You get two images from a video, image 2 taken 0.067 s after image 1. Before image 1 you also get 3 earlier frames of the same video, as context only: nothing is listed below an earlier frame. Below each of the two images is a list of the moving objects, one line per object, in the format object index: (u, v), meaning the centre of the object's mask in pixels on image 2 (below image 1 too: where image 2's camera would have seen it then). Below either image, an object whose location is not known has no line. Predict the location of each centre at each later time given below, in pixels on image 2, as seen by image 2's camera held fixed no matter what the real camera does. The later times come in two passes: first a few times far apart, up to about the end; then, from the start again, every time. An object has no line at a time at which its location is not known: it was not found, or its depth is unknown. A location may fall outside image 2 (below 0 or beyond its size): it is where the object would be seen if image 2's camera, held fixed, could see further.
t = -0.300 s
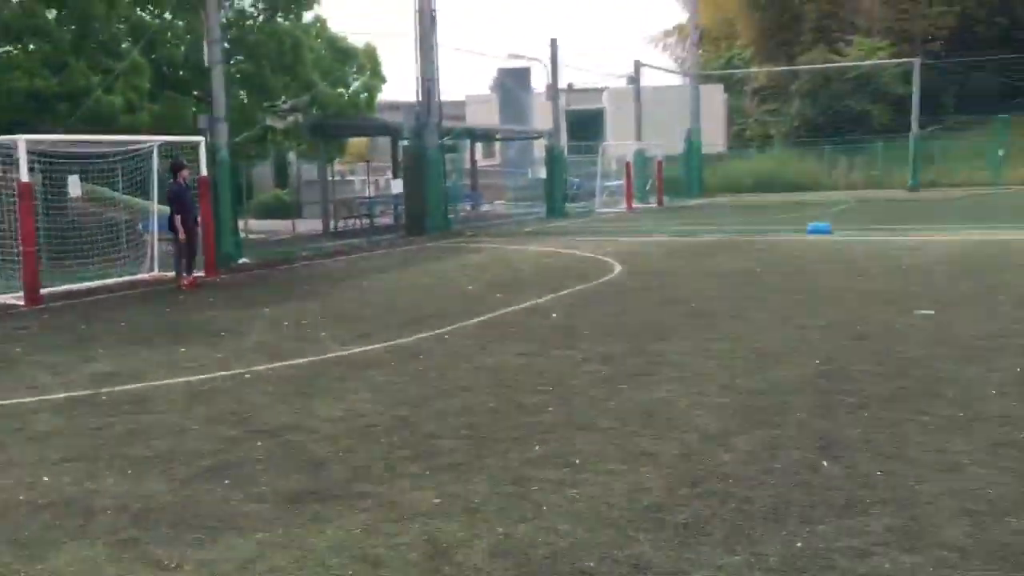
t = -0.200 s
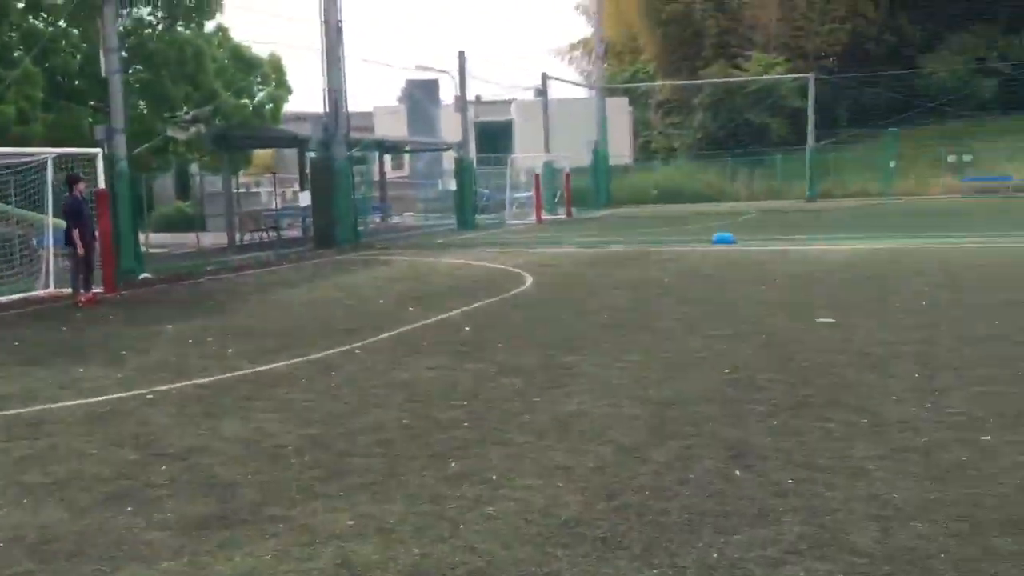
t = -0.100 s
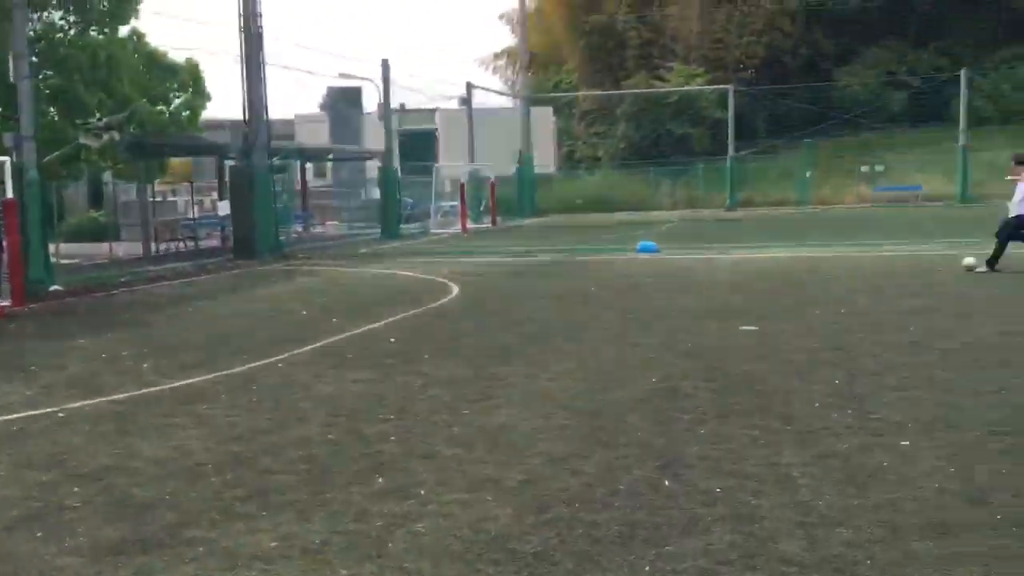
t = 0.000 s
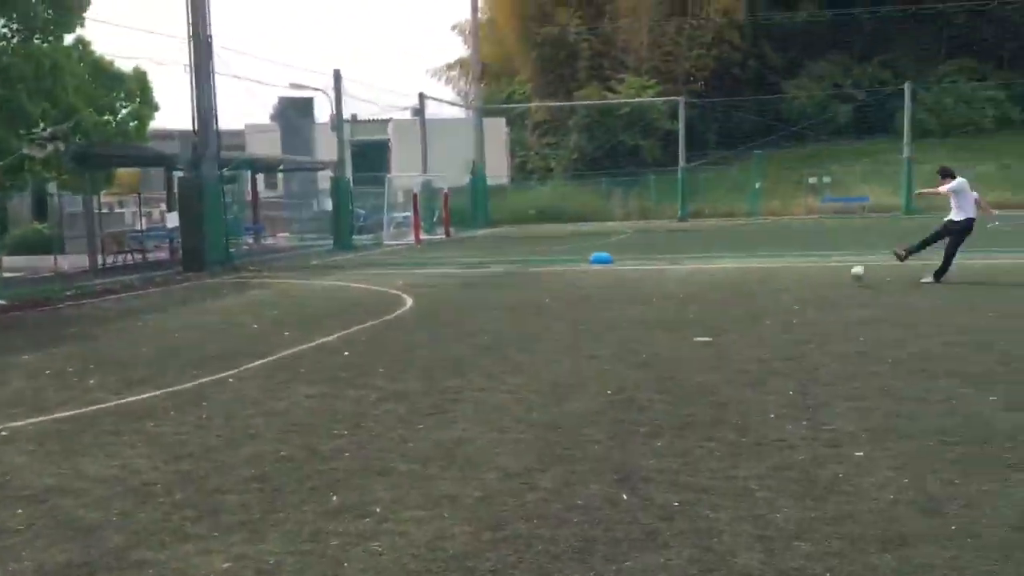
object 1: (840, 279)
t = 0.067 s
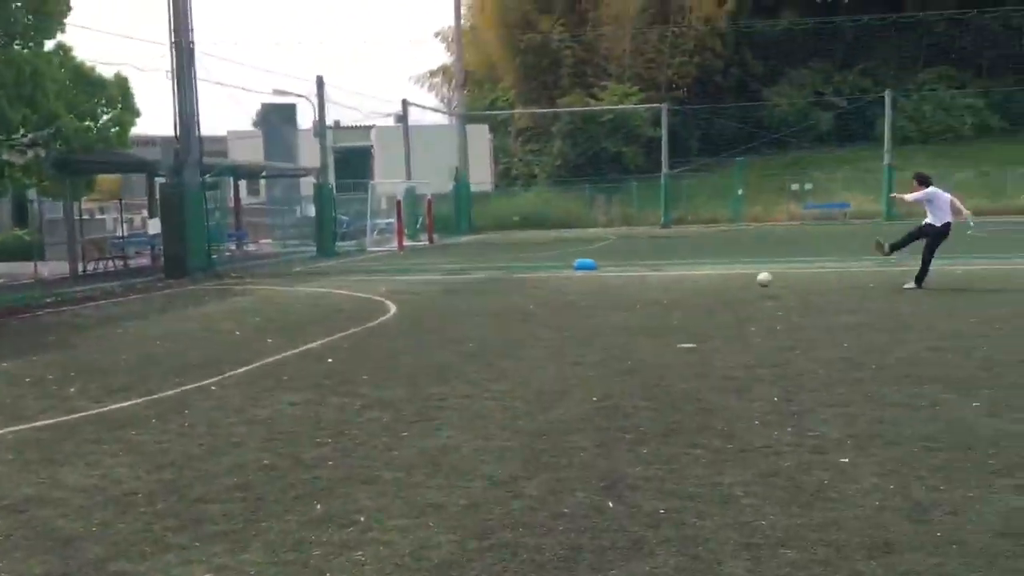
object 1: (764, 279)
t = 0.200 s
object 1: (604, 291)
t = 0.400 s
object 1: (349, 324)
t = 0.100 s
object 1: (724, 280)
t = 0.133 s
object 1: (685, 283)
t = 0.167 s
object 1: (645, 286)
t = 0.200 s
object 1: (604, 291)
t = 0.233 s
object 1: (564, 296)
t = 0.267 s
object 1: (520, 302)
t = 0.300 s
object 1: (476, 310)
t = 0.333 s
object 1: (431, 320)
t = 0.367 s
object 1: (390, 322)
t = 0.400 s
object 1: (349, 324)
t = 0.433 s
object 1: (308, 325)
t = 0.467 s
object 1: (264, 330)
